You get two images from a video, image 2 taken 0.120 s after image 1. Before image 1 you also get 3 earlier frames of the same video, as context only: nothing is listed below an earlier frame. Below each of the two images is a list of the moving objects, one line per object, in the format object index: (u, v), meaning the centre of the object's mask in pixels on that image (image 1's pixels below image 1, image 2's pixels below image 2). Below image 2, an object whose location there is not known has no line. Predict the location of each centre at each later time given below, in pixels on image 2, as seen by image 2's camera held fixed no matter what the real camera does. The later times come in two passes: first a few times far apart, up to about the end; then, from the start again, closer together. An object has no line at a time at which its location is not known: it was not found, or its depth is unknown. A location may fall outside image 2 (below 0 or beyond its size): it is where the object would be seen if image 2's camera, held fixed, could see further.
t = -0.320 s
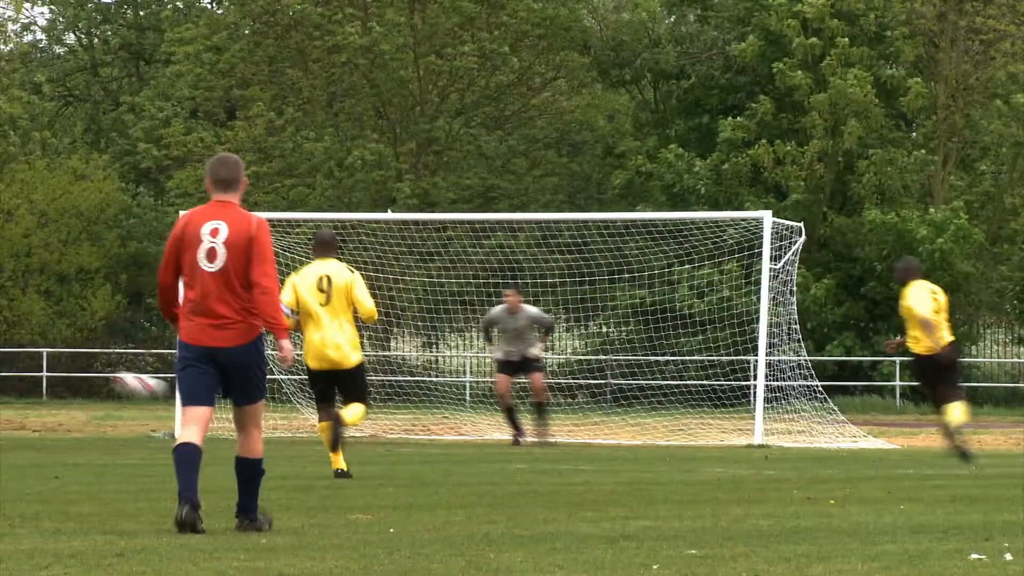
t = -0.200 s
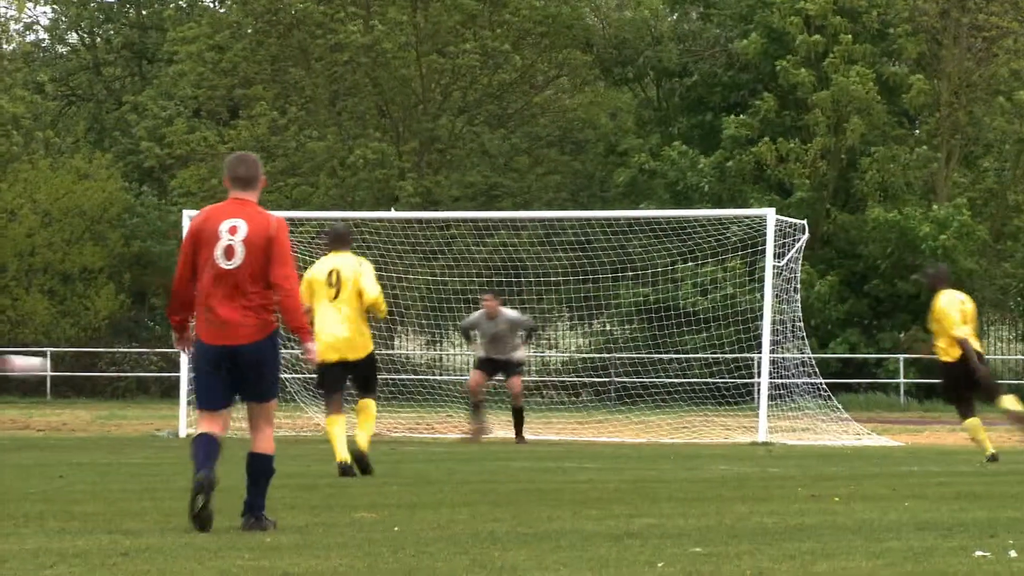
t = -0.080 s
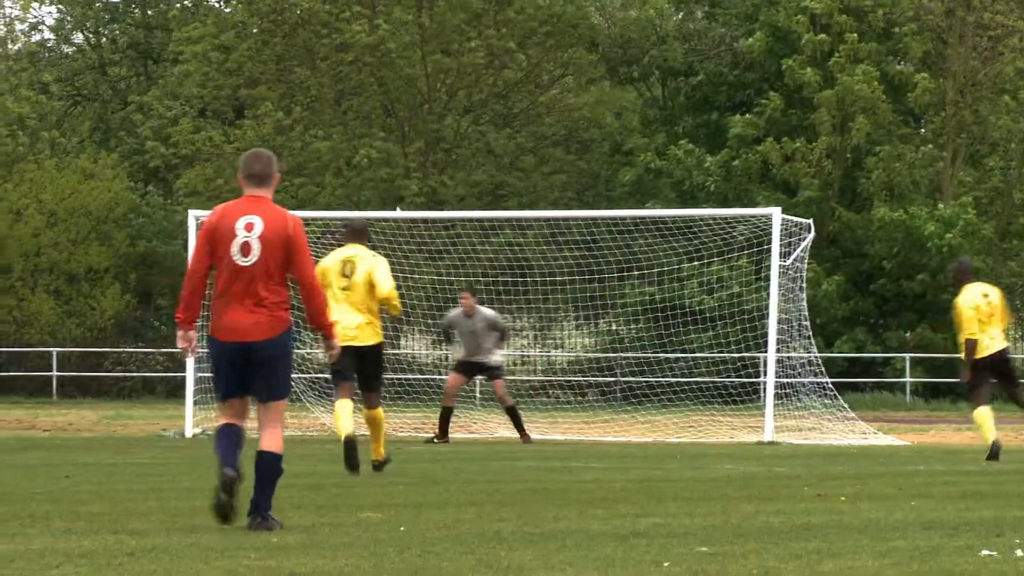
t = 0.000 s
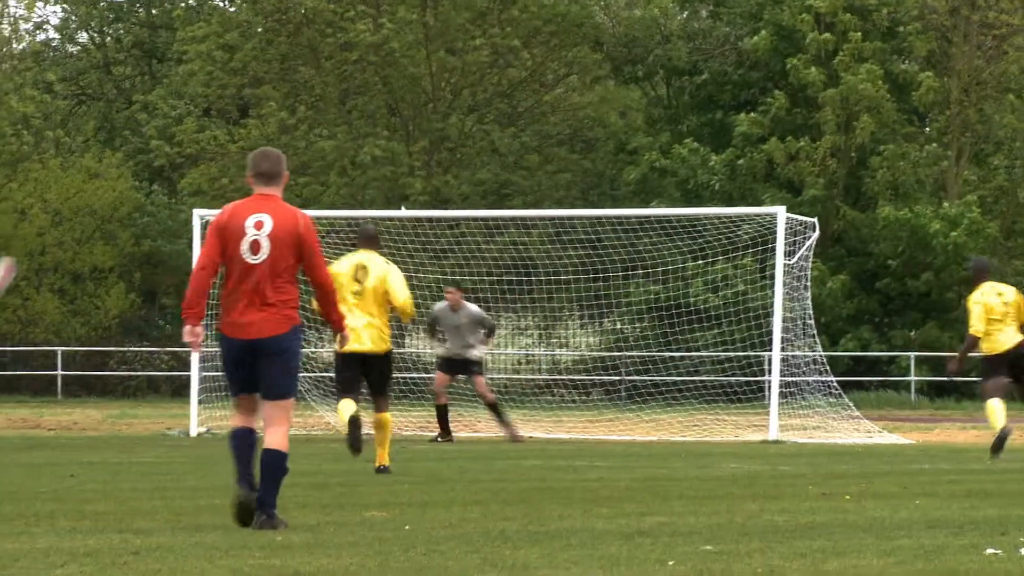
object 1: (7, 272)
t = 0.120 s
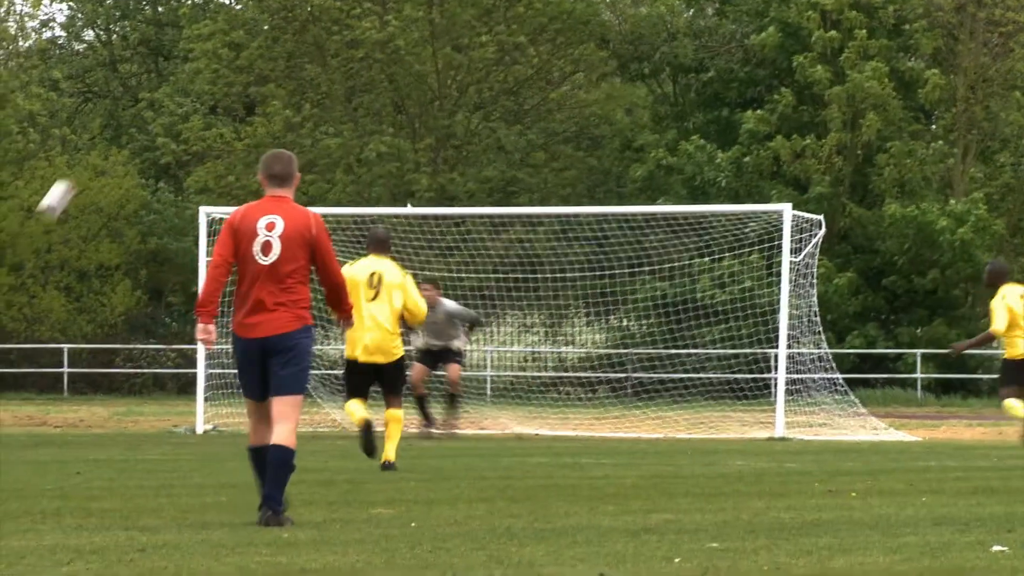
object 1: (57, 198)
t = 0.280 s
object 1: (123, 118)
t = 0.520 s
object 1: (221, 51)
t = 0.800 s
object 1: (328, 50)
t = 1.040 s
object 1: (416, 117)
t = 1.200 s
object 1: (469, 193)
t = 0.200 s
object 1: (91, 155)
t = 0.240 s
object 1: (107, 135)
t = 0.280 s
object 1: (123, 118)
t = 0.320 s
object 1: (139, 103)
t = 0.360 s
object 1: (156, 88)
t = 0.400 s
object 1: (173, 76)
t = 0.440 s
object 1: (189, 66)
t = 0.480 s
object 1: (204, 57)
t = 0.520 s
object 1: (221, 51)
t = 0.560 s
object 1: (236, 46)
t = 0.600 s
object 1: (251, 43)
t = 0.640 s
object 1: (267, 41)
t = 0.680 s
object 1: (283, 40)
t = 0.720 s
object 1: (299, 41)
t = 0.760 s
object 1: (313, 45)
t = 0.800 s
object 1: (328, 50)
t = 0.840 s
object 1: (342, 56)
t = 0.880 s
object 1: (357, 65)
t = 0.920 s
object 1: (372, 76)
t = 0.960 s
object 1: (386, 87)
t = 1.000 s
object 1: (401, 101)
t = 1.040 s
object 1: (416, 117)
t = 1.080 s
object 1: (429, 133)
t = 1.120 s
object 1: (443, 152)
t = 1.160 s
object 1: (456, 173)
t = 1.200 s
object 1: (469, 193)
